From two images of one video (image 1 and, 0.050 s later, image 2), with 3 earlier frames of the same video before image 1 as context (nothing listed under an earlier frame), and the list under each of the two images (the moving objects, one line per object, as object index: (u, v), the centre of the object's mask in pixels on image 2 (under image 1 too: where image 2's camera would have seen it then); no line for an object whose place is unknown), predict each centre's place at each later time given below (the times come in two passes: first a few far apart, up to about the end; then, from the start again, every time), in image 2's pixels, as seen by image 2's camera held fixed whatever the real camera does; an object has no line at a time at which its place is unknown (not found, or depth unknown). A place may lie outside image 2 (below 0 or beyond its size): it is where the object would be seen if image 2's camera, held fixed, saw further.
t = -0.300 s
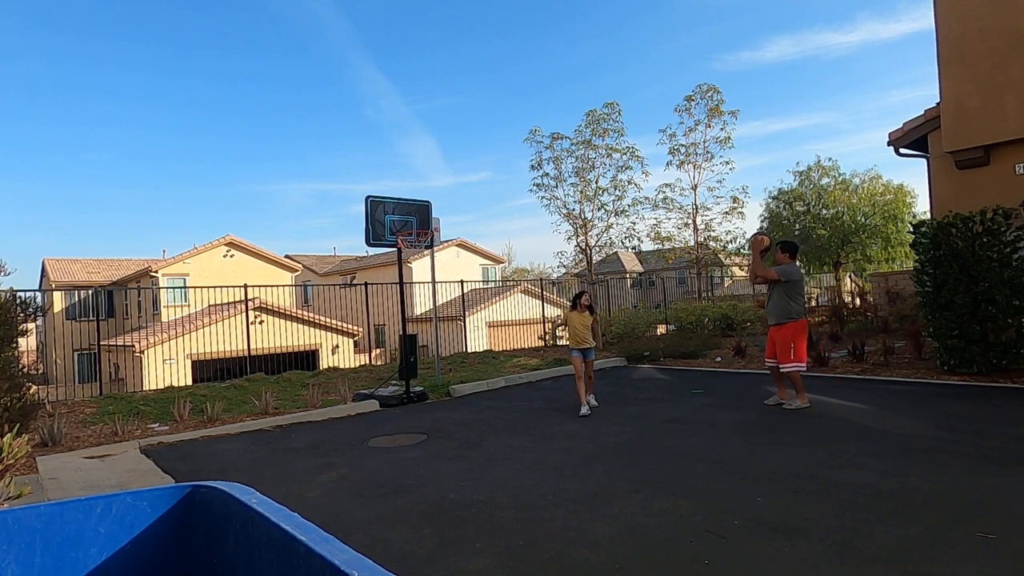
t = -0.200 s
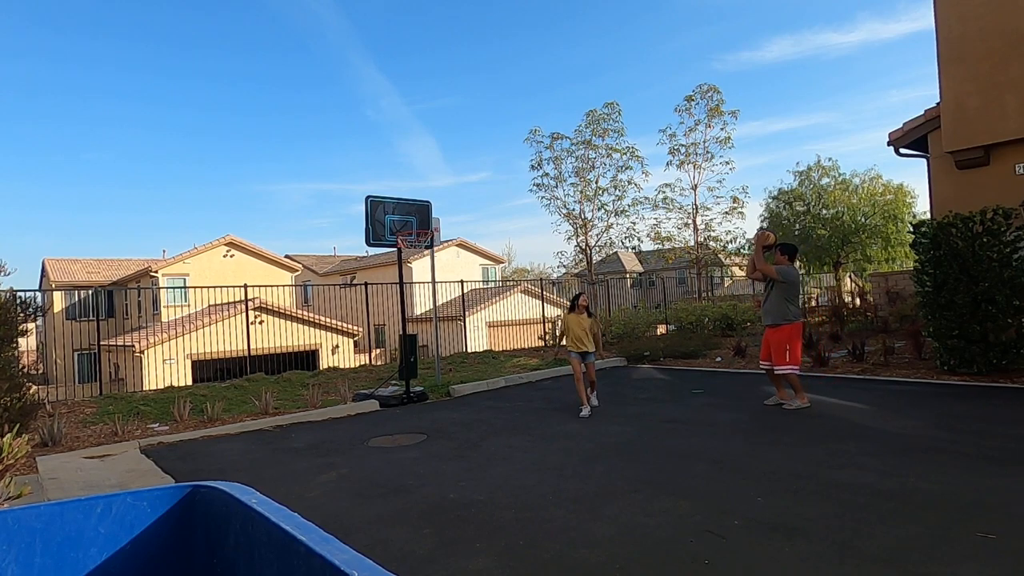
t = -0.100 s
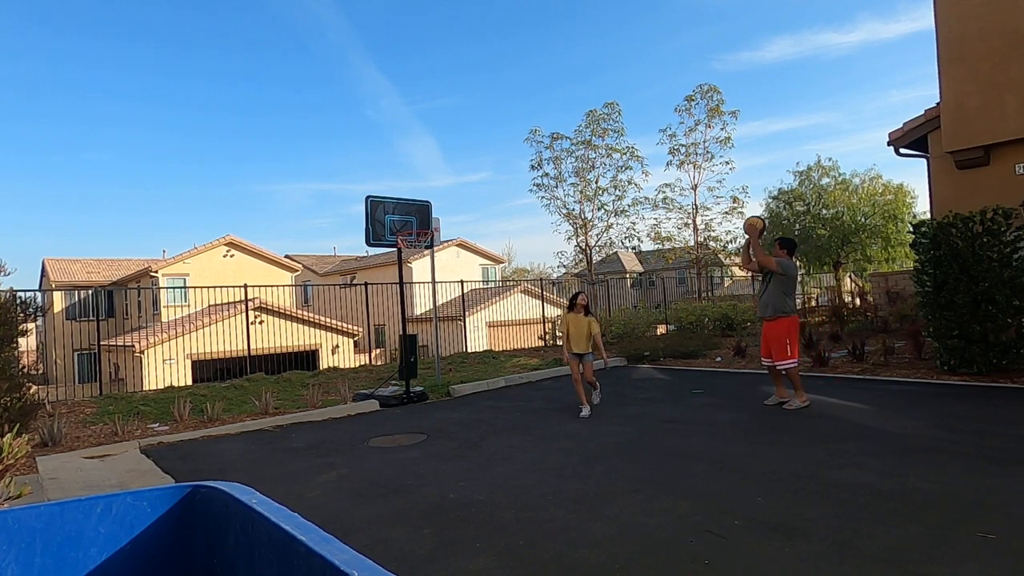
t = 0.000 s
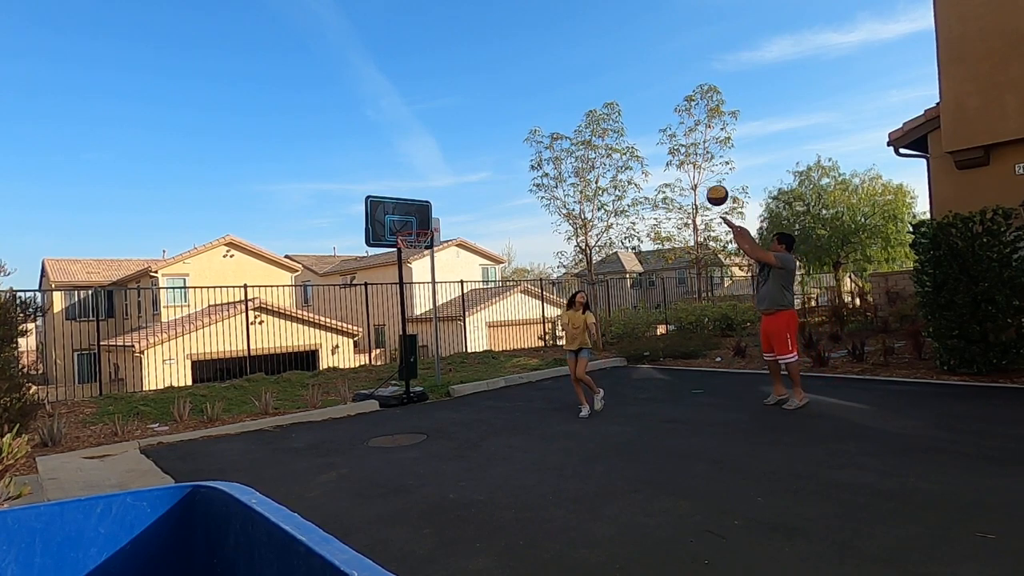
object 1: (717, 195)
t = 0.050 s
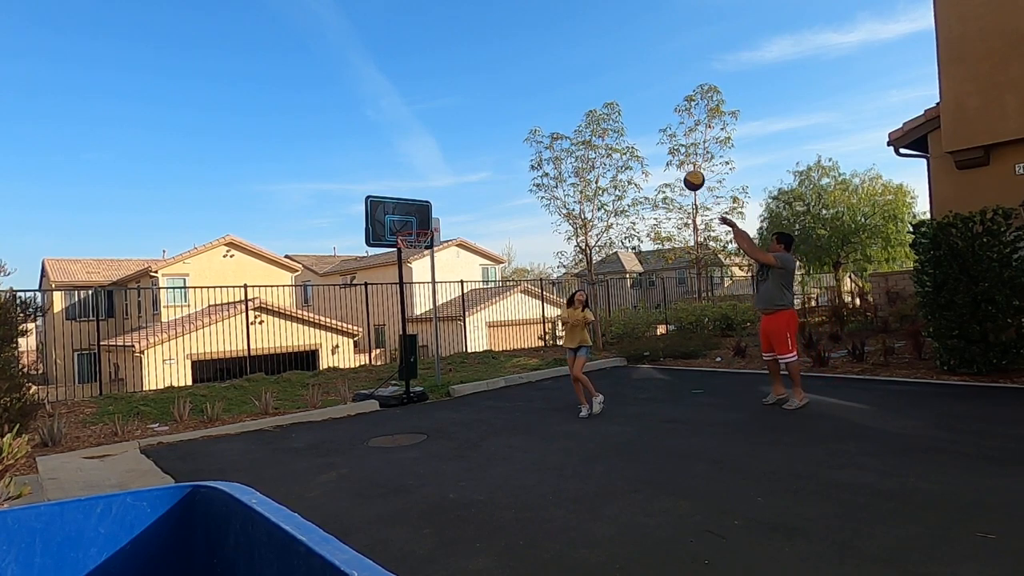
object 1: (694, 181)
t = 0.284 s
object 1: (595, 144)
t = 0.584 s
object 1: (488, 165)
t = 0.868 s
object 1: (405, 241)
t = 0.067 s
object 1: (686, 176)
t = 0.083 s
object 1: (678, 172)
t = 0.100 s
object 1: (671, 168)
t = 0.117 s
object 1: (664, 165)
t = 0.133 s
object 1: (656, 162)
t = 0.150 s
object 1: (649, 159)
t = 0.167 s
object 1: (642, 156)
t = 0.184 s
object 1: (635, 154)
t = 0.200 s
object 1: (629, 151)
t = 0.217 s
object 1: (622, 149)
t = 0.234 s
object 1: (615, 148)
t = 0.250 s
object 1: (608, 147)
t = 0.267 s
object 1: (601, 146)
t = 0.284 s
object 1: (595, 144)
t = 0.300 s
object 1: (588, 144)
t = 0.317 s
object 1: (582, 143)
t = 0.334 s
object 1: (576, 143)
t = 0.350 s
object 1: (569, 143)
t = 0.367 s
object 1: (563, 143)
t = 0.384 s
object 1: (557, 143)
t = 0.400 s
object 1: (551, 144)
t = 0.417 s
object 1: (545, 145)
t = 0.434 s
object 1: (539, 146)
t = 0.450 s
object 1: (532, 147)
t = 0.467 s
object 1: (527, 149)
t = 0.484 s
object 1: (521, 151)
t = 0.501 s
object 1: (516, 153)
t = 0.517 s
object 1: (510, 155)
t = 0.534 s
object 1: (505, 157)
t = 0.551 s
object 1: (499, 159)
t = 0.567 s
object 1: (494, 162)
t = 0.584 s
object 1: (488, 165)
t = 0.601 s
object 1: (483, 168)
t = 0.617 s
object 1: (478, 172)
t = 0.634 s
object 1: (473, 175)
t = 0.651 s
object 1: (467, 178)
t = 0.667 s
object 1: (462, 182)
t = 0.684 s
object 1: (457, 186)
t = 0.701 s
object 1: (452, 190)
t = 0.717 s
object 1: (447, 194)
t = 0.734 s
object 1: (442, 199)
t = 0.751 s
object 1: (438, 204)
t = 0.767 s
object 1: (434, 209)
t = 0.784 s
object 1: (429, 214)
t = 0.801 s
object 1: (424, 220)
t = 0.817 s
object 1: (419, 224)
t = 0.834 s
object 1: (414, 228)
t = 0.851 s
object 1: (410, 237)
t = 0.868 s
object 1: (405, 241)
